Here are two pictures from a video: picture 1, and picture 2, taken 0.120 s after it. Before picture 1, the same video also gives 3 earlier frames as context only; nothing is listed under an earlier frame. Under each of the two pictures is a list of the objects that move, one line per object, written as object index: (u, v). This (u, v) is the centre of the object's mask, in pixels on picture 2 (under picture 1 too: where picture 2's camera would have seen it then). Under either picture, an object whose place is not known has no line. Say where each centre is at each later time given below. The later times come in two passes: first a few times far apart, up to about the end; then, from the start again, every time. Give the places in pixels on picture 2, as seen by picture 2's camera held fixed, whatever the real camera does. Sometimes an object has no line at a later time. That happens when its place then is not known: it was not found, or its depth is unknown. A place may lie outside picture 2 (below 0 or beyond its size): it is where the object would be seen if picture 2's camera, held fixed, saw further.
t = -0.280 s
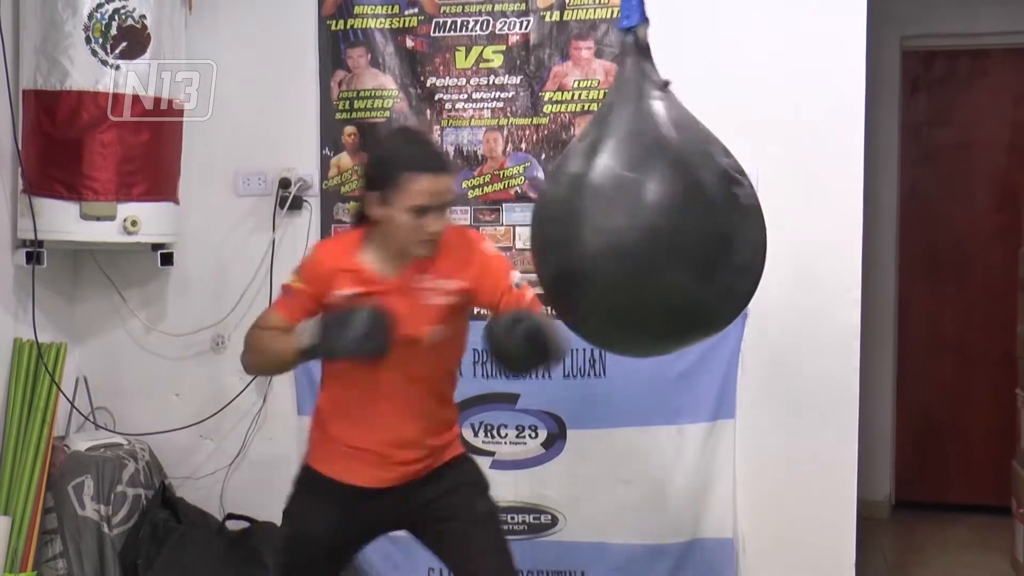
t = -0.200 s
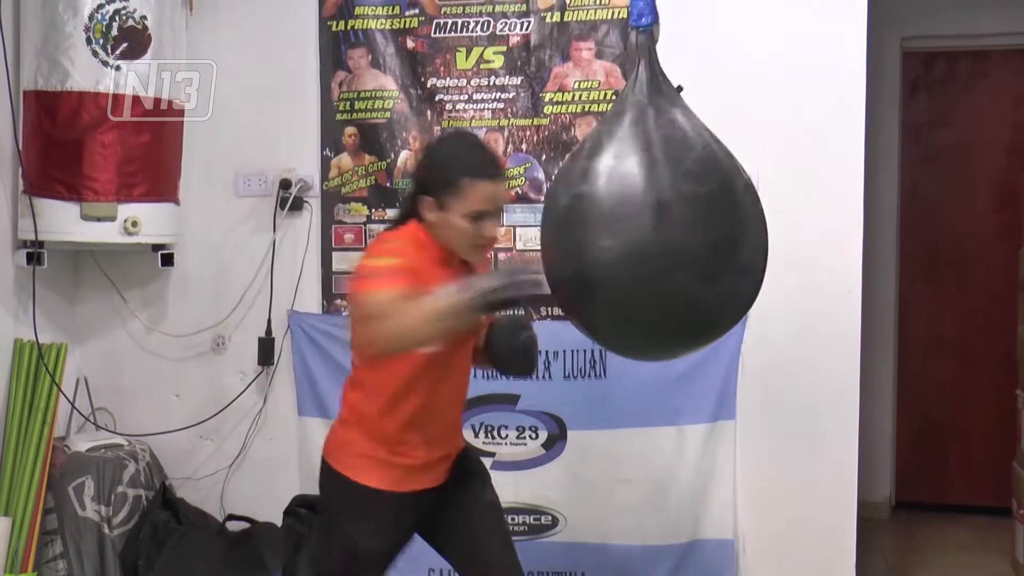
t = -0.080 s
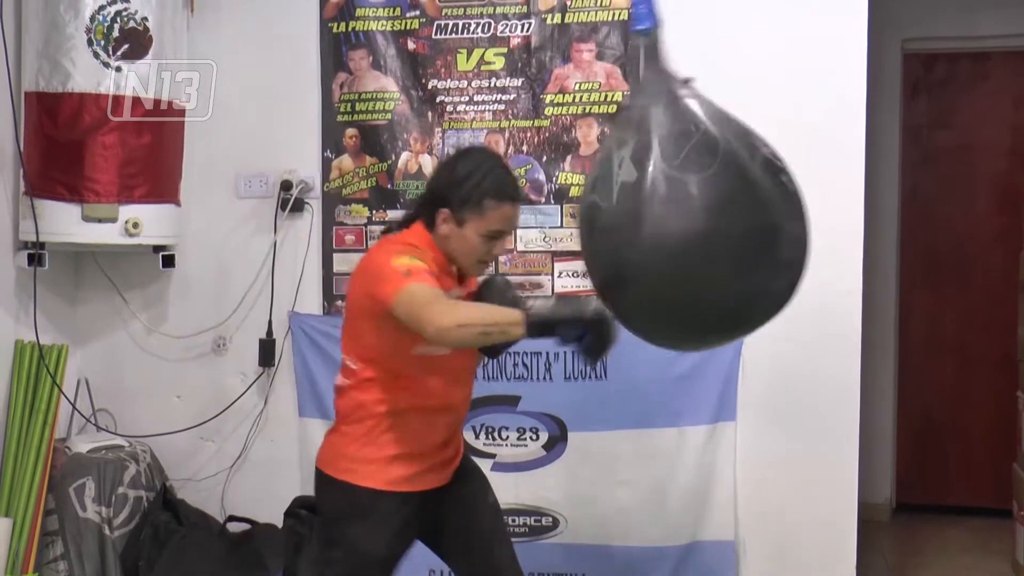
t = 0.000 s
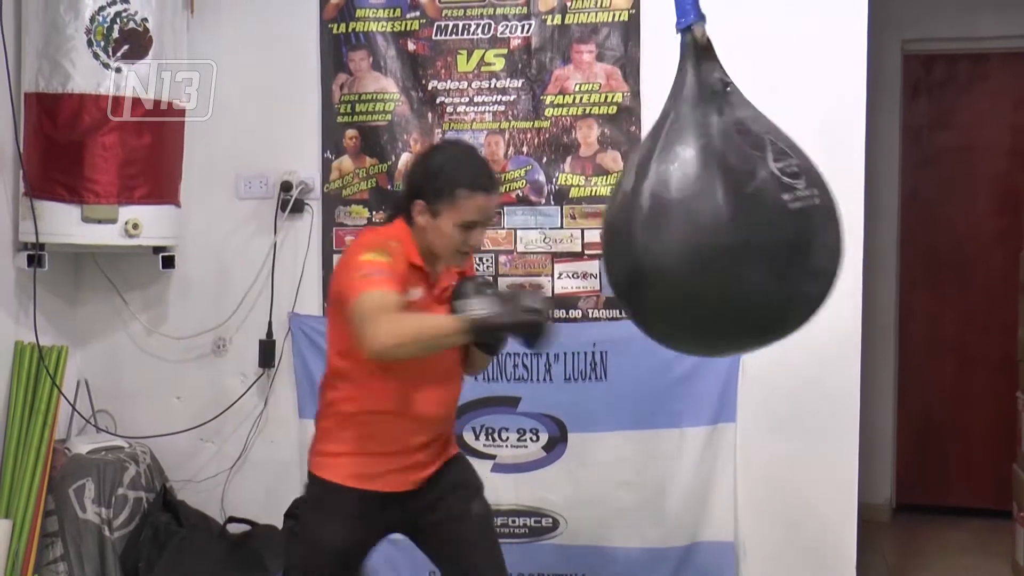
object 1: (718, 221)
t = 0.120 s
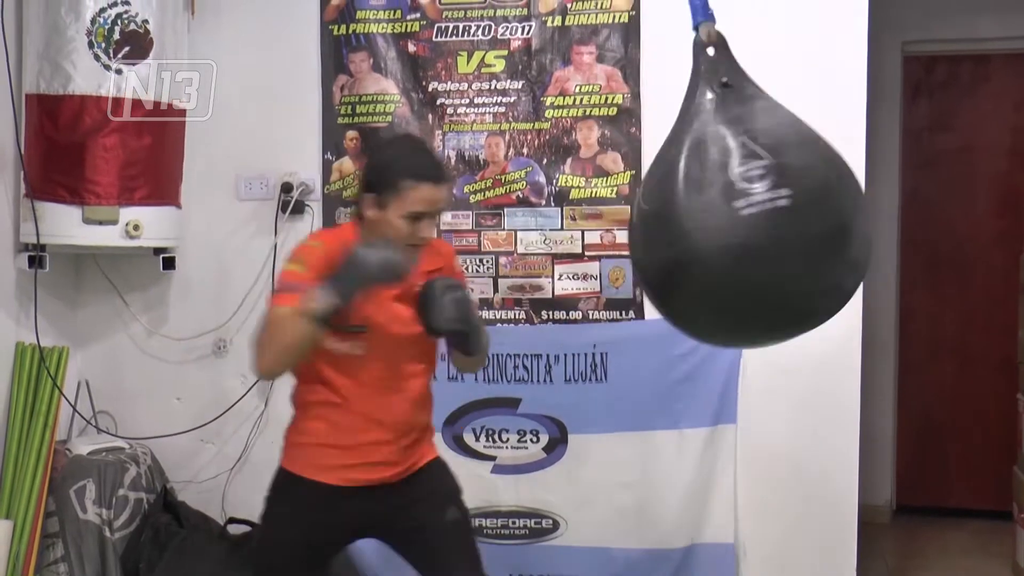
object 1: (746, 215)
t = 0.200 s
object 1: (751, 209)
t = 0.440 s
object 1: (722, 212)
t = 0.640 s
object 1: (654, 219)
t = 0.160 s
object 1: (750, 211)
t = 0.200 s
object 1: (751, 209)
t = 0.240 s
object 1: (751, 209)
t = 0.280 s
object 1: (751, 209)
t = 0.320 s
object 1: (746, 210)
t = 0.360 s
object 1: (742, 210)
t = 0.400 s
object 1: (731, 210)
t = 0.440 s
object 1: (722, 212)
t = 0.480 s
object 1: (711, 214)
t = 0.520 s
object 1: (698, 216)
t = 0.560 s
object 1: (684, 218)
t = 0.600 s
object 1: (670, 219)
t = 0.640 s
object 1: (654, 219)
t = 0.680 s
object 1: (638, 219)
